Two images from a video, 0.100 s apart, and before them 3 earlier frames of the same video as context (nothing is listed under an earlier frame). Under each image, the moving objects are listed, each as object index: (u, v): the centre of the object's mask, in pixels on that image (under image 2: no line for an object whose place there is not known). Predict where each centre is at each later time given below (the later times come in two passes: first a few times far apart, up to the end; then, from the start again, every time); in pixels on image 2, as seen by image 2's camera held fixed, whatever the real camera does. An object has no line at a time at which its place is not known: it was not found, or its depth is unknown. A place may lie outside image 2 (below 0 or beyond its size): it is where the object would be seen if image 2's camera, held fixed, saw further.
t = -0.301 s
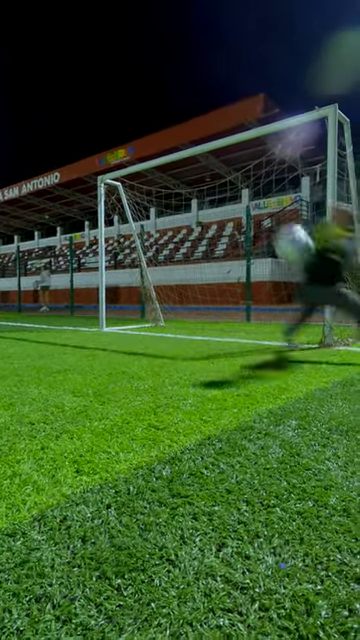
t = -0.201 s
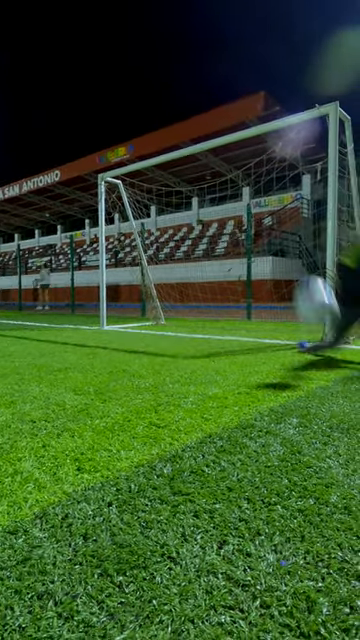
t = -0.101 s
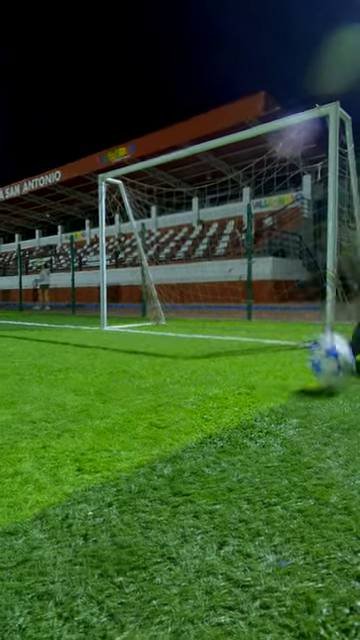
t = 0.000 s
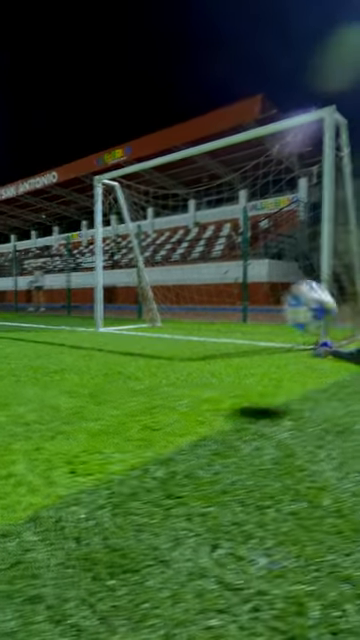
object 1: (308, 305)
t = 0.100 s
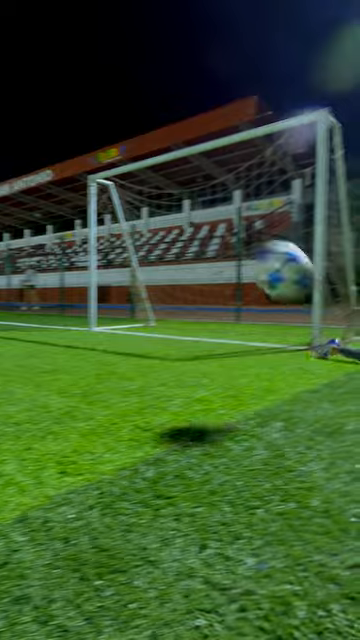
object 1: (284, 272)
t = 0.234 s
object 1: (247, 249)
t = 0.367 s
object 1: (190, 284)
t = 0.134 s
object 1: (278, 261)
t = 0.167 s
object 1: (268, 255)
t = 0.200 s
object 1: (261, 253)
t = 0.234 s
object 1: (247, 249)
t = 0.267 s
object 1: (237, 252)
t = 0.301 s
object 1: (220, 259)
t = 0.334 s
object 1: (204, 269)
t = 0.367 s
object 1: (190, 284)
